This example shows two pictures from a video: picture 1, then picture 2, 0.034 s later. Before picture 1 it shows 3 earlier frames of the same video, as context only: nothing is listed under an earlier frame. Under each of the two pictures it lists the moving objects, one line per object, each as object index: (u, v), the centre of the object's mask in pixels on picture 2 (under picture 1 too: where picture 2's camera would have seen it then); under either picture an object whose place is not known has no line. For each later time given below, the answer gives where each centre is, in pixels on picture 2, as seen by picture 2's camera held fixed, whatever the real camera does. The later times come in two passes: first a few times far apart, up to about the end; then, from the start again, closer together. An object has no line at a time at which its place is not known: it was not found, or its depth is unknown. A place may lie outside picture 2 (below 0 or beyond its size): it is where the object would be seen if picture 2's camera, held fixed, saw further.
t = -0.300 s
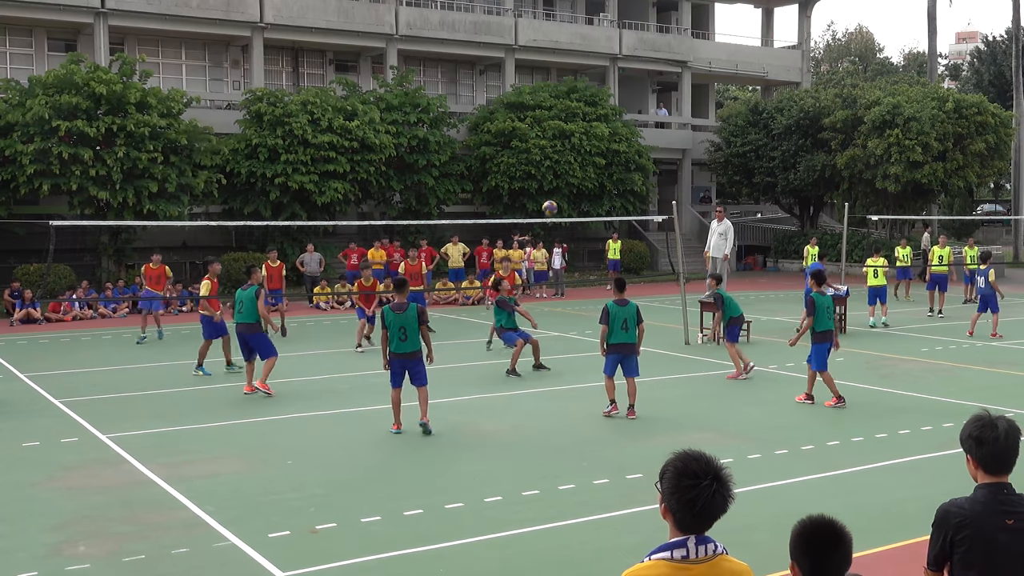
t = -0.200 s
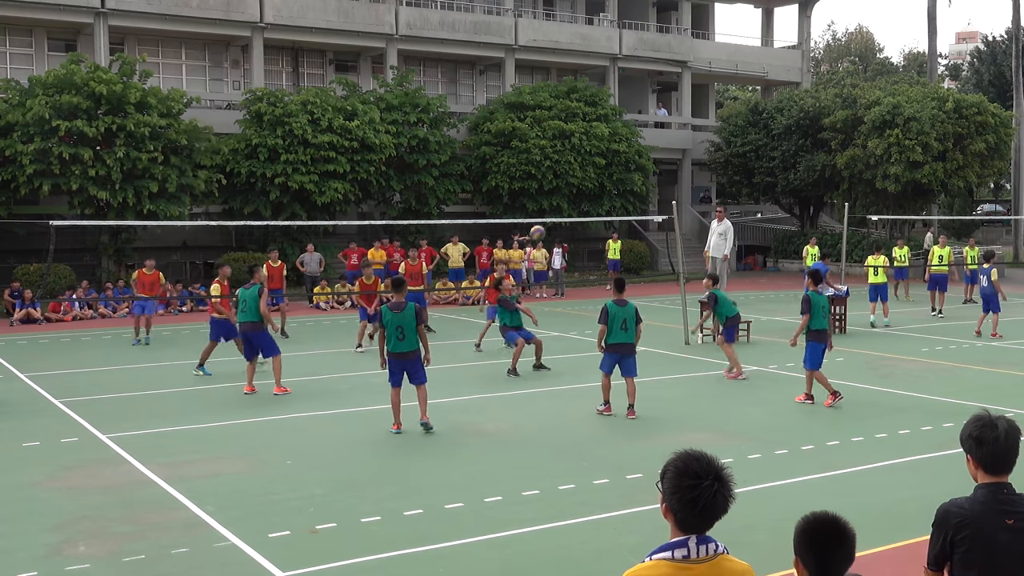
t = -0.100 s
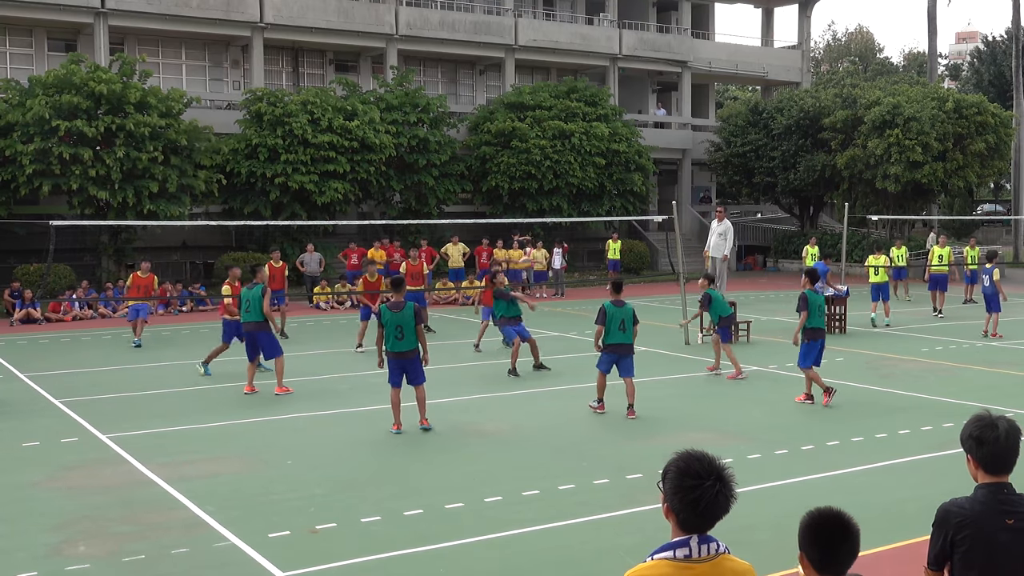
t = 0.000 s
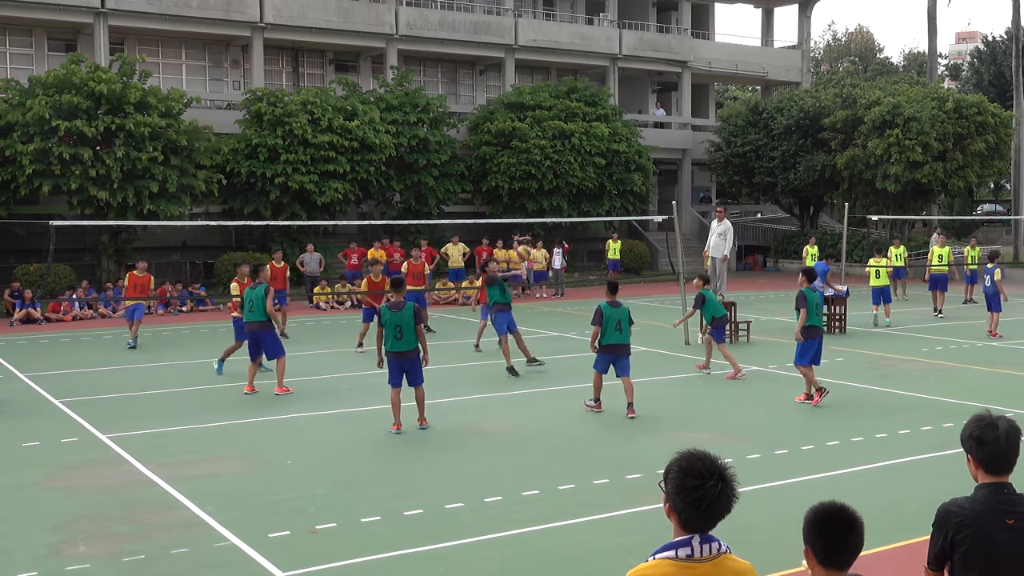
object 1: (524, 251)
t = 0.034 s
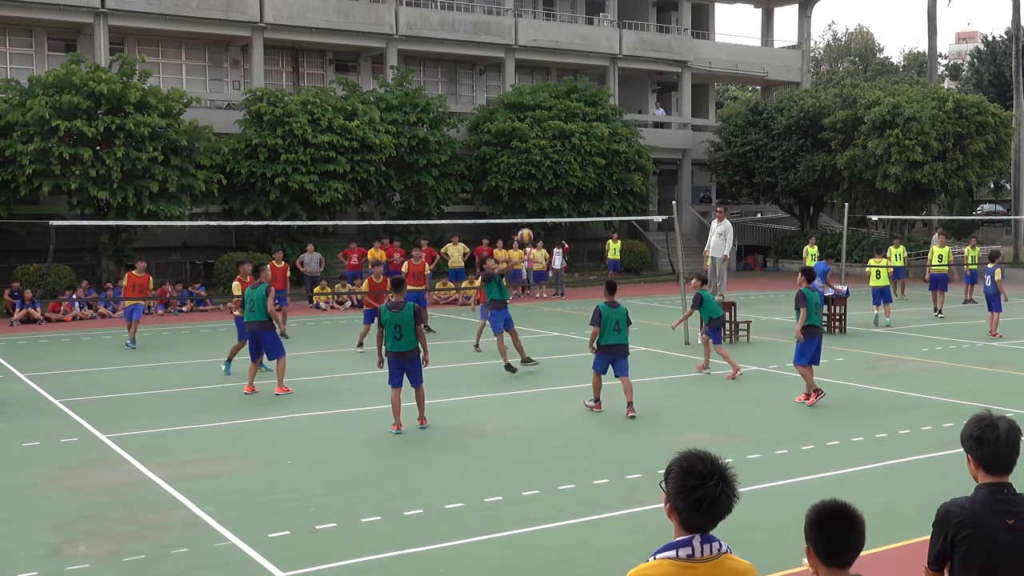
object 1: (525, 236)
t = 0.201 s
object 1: (535, 164)
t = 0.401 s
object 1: (547, 104)
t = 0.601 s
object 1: (558, 71)
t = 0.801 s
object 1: (570, 65)
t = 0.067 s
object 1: (527, 220)
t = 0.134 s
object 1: (532, 191)
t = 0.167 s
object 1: (533, 177)
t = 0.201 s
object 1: (535, 164)
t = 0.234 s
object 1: (537, 153)
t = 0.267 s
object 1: (538, 141)
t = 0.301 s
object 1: (541, 130)
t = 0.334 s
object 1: (543, 120)
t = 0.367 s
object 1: (545, 113)
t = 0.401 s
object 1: (547, 104)
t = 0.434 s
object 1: (548, 96)
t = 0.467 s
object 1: (551, 89)
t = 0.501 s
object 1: (552, 83)
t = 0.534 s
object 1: (554, 78)
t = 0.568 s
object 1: (556, 74)
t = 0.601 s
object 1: (558, 71)
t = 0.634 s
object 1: (560, 67)
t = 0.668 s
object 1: (562, 65)
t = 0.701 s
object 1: (564, 64)
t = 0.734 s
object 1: (566, 64)
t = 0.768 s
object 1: (568, 64)
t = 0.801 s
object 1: (570, 65)
